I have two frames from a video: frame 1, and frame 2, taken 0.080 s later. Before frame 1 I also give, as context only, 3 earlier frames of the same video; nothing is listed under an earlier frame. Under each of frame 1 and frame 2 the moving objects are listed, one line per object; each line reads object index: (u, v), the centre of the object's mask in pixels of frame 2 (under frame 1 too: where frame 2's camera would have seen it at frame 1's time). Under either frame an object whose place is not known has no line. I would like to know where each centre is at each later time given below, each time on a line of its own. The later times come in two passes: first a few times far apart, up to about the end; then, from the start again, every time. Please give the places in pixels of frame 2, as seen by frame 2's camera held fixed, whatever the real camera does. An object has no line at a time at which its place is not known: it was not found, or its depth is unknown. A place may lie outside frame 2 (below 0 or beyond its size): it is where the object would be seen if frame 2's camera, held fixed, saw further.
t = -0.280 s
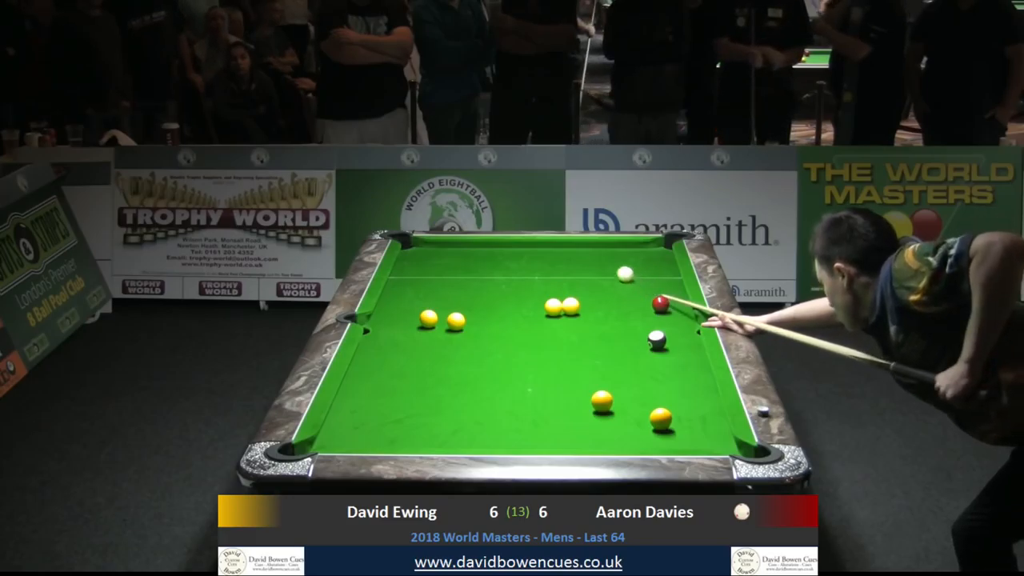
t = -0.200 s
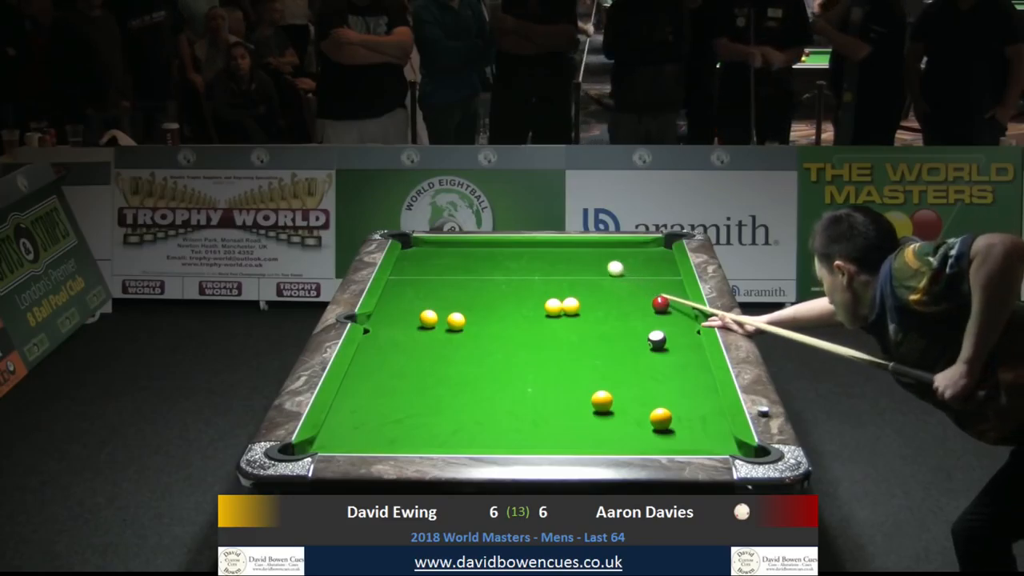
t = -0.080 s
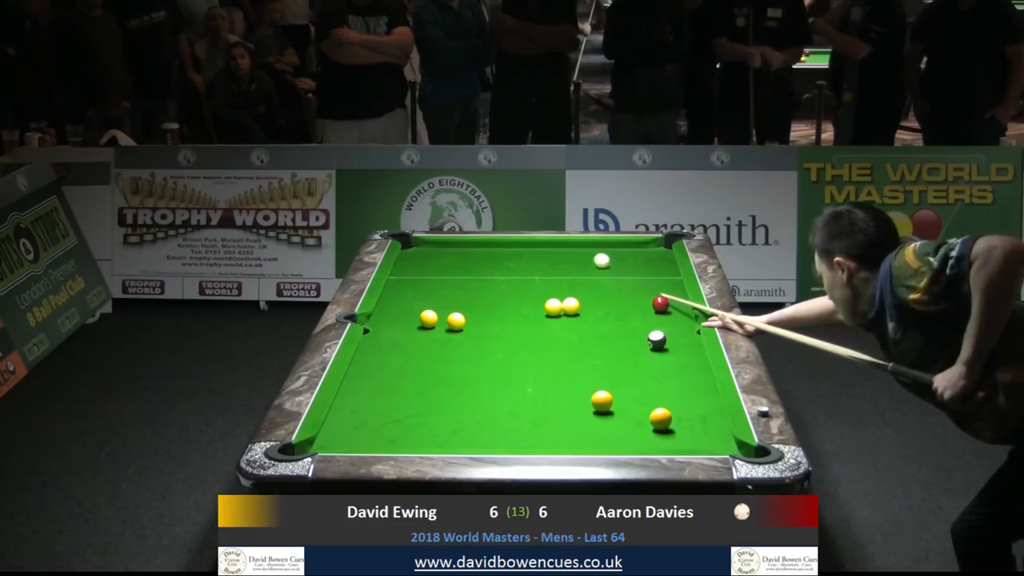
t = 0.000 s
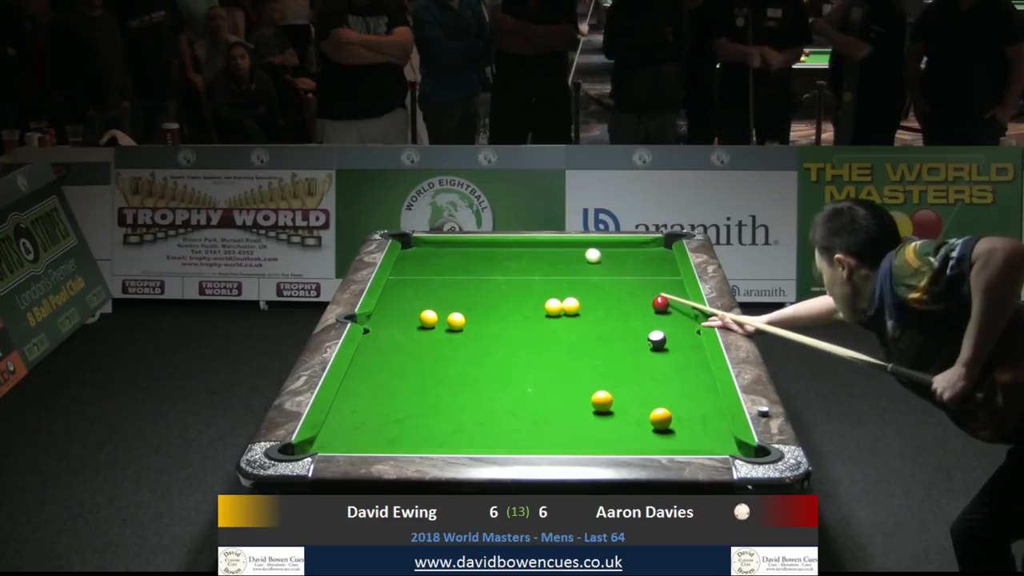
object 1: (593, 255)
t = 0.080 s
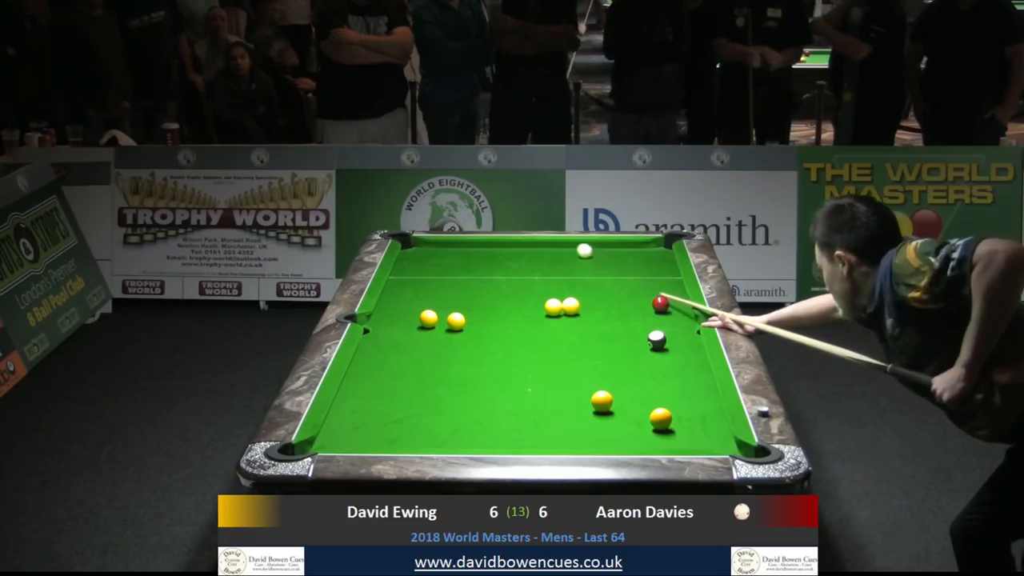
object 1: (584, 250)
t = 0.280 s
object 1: (567, 246)
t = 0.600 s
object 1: (546, 259)
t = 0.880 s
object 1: (528, 269)
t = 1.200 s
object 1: (507, 282)
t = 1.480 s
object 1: (489, 293)
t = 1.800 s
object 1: (469, 306)
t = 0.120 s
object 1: (580, 248)
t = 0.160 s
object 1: (576, 246)
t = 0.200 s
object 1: (572, 244)
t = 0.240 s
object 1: (569, 244)
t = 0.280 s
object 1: (567, 246)
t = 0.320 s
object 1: (564, 248)
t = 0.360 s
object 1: (562, 249)
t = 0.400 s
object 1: (559, 251)
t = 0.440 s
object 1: (556, 252)
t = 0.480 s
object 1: (554, 254)
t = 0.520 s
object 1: (551, 255)
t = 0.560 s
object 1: (549, 257)
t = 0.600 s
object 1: (546, 259)
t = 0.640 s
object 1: (543, 260)
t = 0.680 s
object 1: (541, 262)
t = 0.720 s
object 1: (538, 263)
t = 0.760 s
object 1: (536, 265)
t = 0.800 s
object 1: (533, 266)
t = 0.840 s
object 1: (530, 268)
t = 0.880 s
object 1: (528, 269)
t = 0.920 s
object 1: (525, 271)
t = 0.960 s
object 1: (523, 273)
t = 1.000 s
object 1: (520, 274)
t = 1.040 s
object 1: (517, 276)
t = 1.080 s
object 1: (515, 277)
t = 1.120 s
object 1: (512, 279)
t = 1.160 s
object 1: (510, 280)
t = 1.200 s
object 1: (507, 282)
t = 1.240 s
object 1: (505, 284)
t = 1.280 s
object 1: (502, 285)
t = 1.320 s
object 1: (499, 287)
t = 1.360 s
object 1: (497, 289)
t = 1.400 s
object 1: (495, 290)
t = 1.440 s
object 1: (492, 292)
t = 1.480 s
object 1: (489, 293)
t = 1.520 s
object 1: (487, 295)
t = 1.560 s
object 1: (484, 296)
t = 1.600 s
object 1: (482, 298)
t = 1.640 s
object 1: (479, 299)
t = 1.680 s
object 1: (477, 301)
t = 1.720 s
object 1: (474, 303)
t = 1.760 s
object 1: (472, 304)
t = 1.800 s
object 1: (469, 306)
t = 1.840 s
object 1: (467, 307)
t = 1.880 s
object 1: (465, 308)
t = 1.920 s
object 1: (463, 308)
